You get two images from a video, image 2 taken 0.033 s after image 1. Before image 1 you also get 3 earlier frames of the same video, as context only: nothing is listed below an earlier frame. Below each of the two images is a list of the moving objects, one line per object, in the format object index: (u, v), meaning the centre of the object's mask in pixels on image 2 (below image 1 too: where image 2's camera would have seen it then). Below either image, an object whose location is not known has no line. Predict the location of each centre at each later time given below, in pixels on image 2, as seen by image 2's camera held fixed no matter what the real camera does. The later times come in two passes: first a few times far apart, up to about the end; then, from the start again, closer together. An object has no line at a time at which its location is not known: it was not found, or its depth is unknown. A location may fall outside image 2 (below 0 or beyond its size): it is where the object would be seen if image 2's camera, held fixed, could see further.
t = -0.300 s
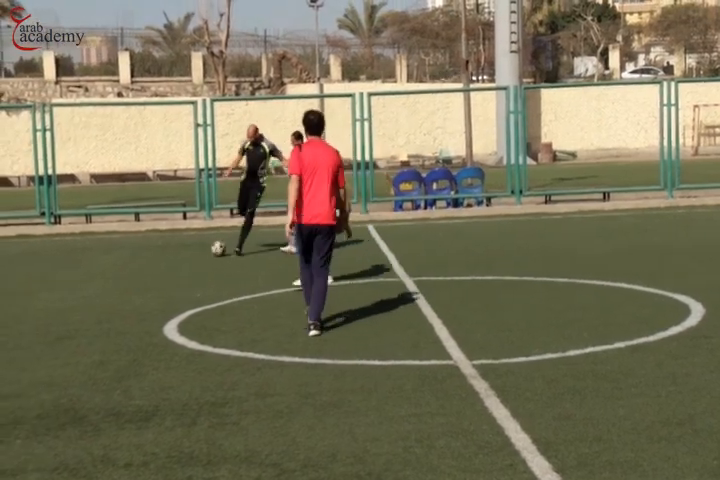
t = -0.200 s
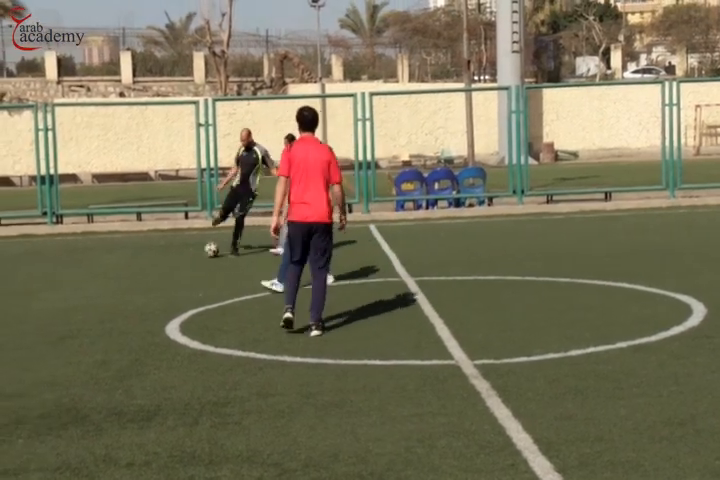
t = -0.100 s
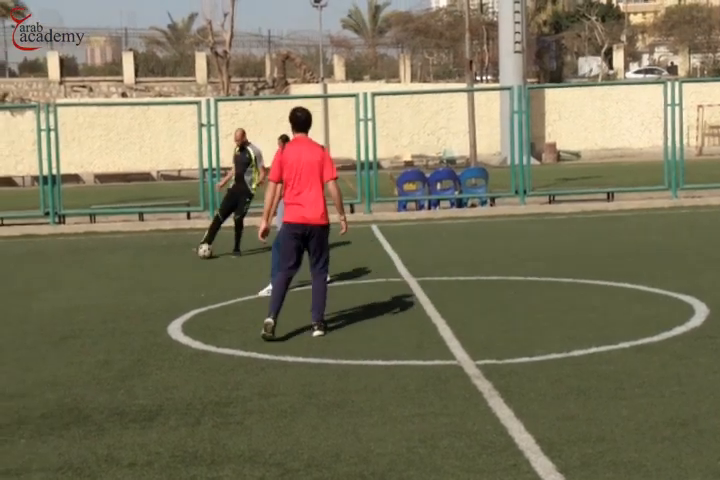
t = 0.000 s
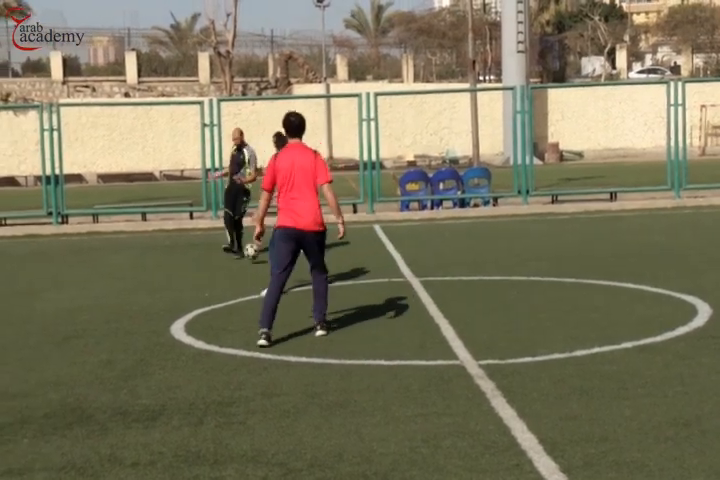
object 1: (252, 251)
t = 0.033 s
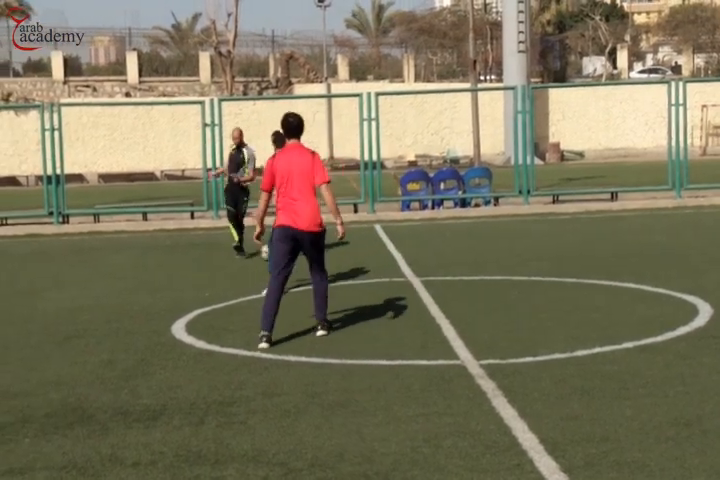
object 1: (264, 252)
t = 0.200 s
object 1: (350, 258)
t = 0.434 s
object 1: (475, 267)
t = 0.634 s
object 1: (584, 274)
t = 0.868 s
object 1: (736, 279)
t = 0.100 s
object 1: (299, 259)
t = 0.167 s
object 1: (332, 260)
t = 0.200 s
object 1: (350, 258)
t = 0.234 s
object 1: (366, 258)
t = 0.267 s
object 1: (384, 259)
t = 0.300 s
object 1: (402, 262)
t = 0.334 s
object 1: (421, 266)
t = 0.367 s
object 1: (440, 271)
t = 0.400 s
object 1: (458, 271)
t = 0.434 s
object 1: (475, 267)
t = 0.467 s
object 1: (492, 265)
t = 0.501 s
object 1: (508, 264)
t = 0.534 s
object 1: (526, 265)
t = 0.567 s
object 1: (545, 267)
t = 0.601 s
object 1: (564, 269)
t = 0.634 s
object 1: (584, 274)
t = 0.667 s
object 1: (604, 279)
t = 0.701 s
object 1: (625, 286)
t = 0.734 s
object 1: (646, 288)
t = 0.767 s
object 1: (666, 283)
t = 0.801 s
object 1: (689, 281)
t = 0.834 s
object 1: (711, 280)
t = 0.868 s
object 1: (736, 279)
